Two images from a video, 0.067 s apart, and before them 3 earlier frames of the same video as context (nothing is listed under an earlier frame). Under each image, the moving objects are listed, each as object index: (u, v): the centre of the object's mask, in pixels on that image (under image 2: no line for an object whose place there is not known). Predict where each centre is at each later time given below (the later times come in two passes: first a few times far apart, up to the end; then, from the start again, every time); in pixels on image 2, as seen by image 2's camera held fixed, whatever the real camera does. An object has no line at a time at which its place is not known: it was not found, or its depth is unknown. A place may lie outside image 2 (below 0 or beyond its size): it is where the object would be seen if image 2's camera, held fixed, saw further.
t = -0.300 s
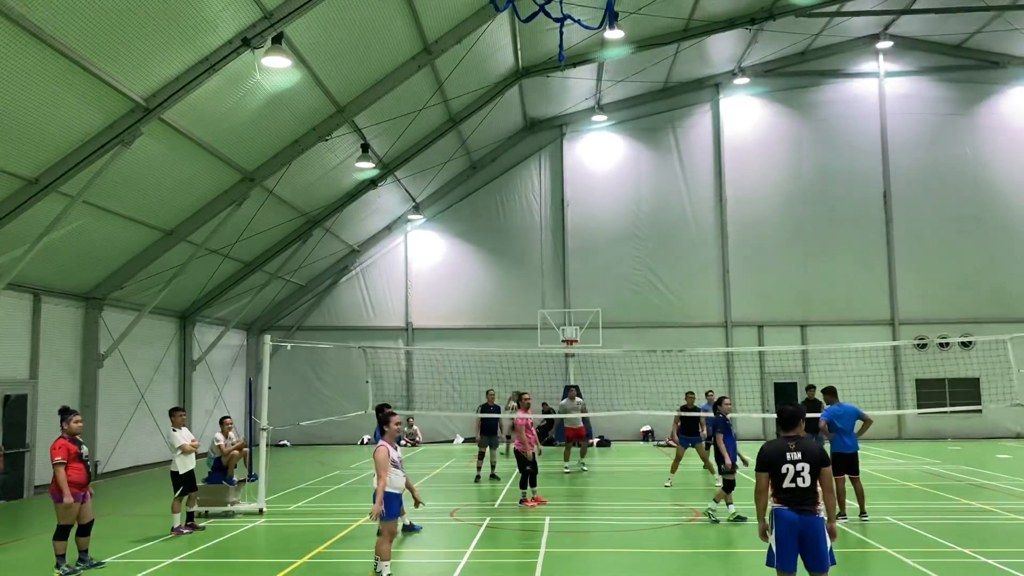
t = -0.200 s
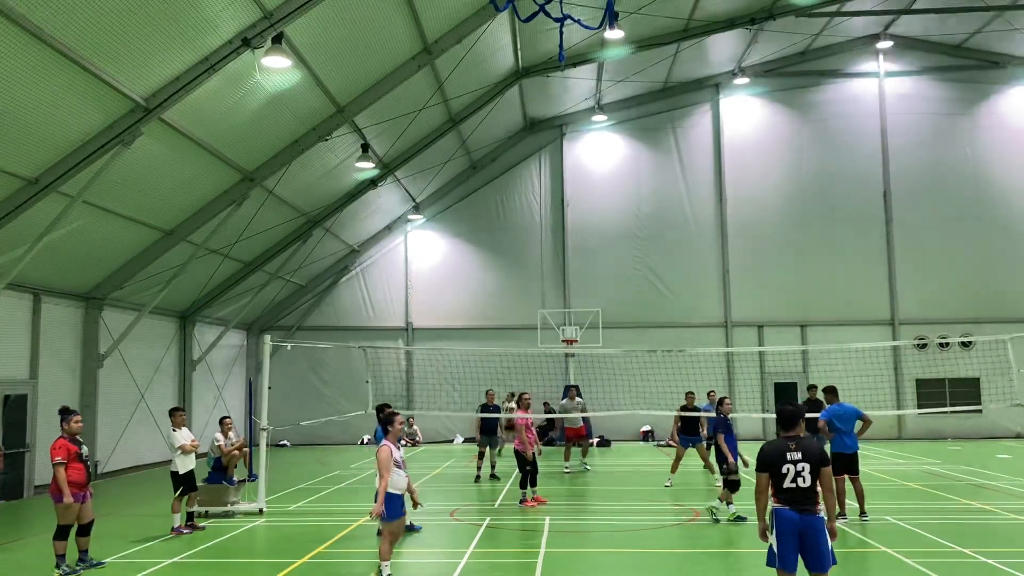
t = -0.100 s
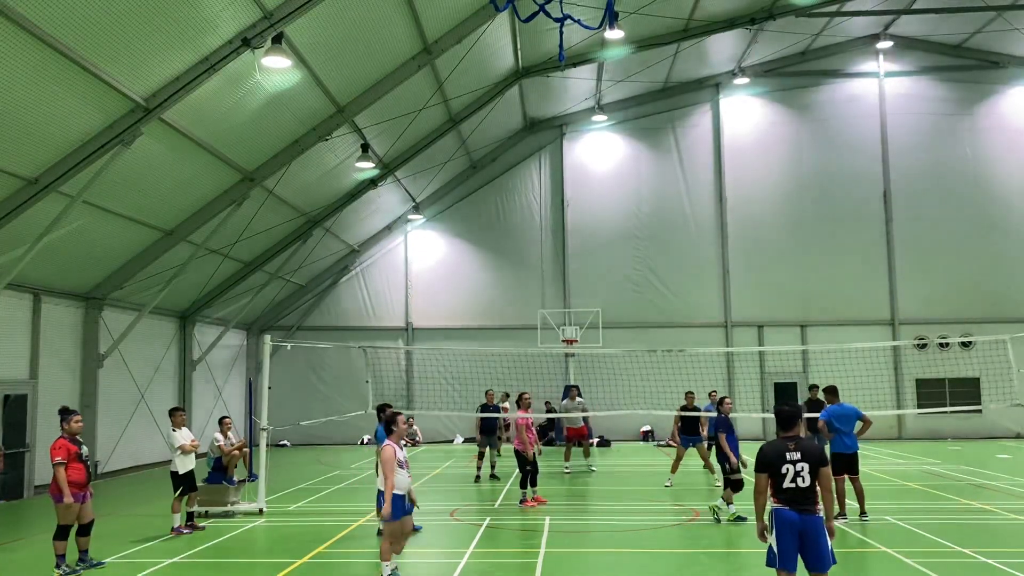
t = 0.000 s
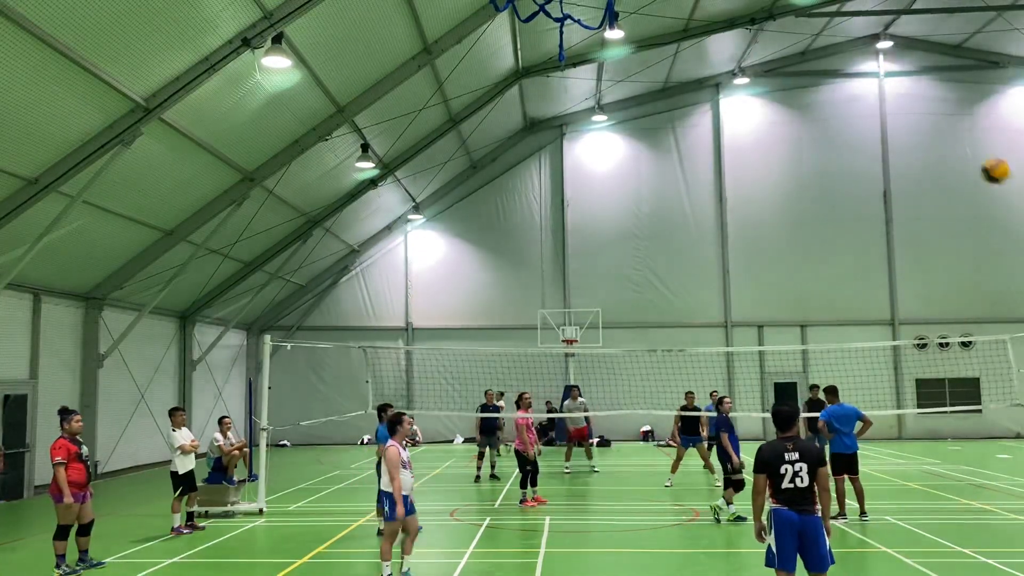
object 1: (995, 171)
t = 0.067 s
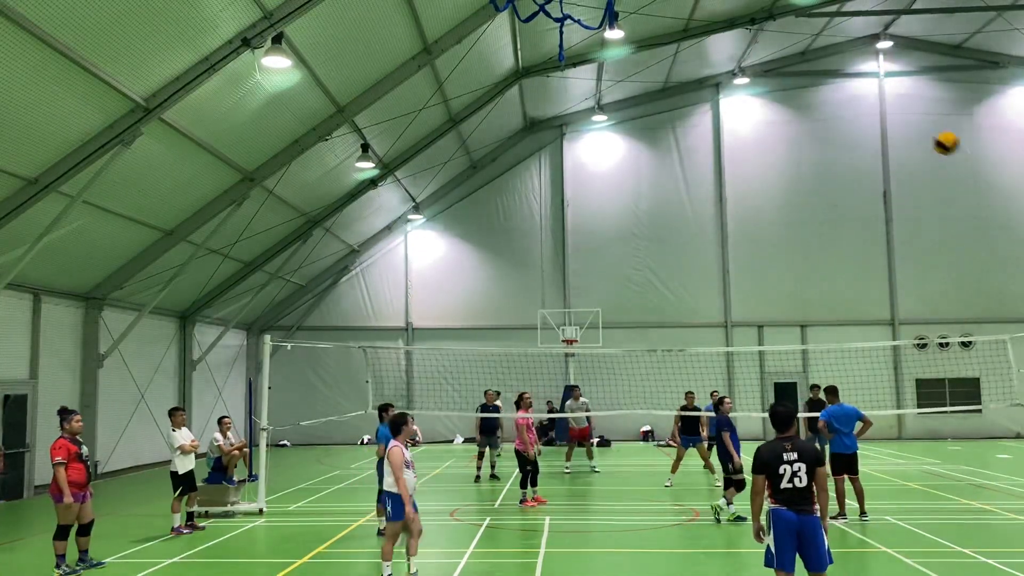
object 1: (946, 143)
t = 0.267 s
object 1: (843, 106)
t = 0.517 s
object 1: (768, 113)
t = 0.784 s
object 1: (717, 160)
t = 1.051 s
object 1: (680, 229)
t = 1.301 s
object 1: (656, 309)
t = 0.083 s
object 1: (935, 138)
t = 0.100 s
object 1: (924, 133)
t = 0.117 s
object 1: (915, 129)
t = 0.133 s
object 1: (905, 125)
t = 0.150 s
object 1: (895, 121)
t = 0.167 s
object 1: (887, 118)
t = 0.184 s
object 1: (880, 116)
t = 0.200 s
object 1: (871, 113)
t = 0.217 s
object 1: (864, 111)
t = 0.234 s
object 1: (857, 109)
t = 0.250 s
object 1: (849, 107)
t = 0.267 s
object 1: (843, 106)
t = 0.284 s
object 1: (837, 105)
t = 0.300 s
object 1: (830, 104)
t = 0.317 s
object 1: (825, 103)
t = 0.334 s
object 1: (819, 103)
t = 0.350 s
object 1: (814, 103)
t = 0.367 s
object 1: (809, 103)
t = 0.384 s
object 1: (803, 103)
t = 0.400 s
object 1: (798, 104)
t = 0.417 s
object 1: (794, 105)
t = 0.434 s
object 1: (789, 106)
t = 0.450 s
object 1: (784, 108)
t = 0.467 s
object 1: (781, 109)
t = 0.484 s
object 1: (776, 110)
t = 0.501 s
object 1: (772, 112)
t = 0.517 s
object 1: (768, 113)
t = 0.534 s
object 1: (764, 115)
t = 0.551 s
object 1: (760, 118)
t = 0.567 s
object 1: (757, 119)
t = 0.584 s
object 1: (753, 122)
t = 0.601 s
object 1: (749, 124)
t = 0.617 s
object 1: (746, 127)
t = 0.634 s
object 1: (743, 130)
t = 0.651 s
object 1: (739, 133)
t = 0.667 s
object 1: (736, 135)
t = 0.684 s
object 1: (733, 138)
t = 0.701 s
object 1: (730, 142)
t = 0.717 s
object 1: (727, 145)
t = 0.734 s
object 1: (725, 149)
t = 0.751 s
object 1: (722, 152)
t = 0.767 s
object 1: (719, 156)
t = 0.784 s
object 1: (717, 160)
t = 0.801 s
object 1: (714, 164)
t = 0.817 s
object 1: (711, 167)
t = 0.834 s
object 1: (709, 171)
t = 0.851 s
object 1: (706, 176)
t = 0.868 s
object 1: (704, 179)
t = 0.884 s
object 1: (701, 183)
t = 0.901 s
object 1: (699, 188)
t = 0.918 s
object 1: (697, 192)
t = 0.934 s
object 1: (695, 197)
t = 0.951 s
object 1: (692, 202)
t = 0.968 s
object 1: (690, 206)
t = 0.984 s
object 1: (688, 210)
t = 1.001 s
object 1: (686, 215)
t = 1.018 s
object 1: (684, 220)
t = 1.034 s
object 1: (682, 224)
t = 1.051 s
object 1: (680, 229)
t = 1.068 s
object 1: (678, 234)
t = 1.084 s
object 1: (677, 239)
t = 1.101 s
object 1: (675, 244)
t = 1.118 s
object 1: (674, 250)
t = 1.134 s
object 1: (672, 255)
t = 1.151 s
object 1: (670, 260)
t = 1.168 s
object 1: (668, 265)
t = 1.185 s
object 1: (667, 271)
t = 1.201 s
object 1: (665, 276)
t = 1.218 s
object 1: (664, 281)
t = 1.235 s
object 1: (662, 286)
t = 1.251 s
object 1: (661, 292)
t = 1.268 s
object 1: (659, 298)
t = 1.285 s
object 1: (658, 303)
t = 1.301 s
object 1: (656, 309)
